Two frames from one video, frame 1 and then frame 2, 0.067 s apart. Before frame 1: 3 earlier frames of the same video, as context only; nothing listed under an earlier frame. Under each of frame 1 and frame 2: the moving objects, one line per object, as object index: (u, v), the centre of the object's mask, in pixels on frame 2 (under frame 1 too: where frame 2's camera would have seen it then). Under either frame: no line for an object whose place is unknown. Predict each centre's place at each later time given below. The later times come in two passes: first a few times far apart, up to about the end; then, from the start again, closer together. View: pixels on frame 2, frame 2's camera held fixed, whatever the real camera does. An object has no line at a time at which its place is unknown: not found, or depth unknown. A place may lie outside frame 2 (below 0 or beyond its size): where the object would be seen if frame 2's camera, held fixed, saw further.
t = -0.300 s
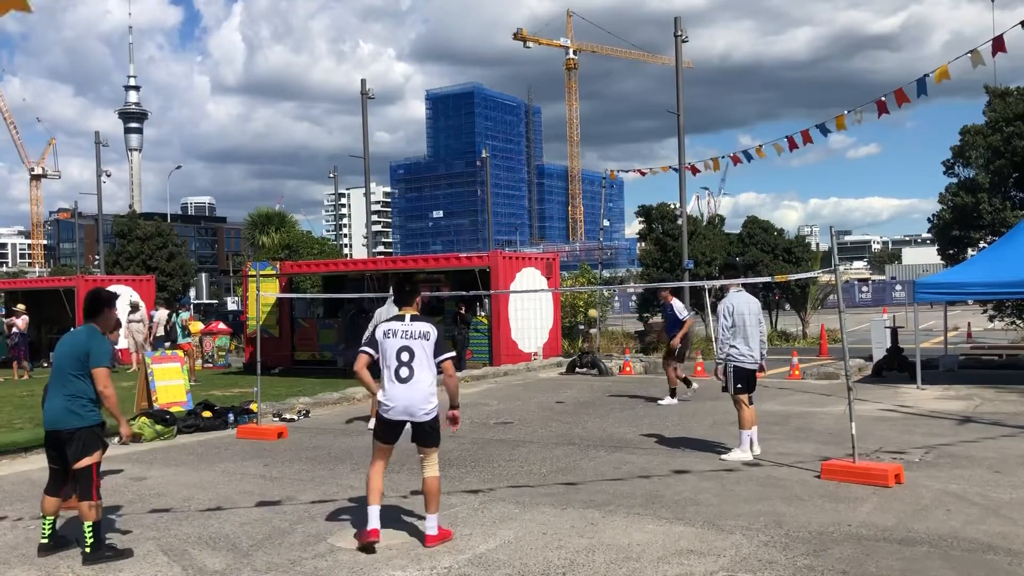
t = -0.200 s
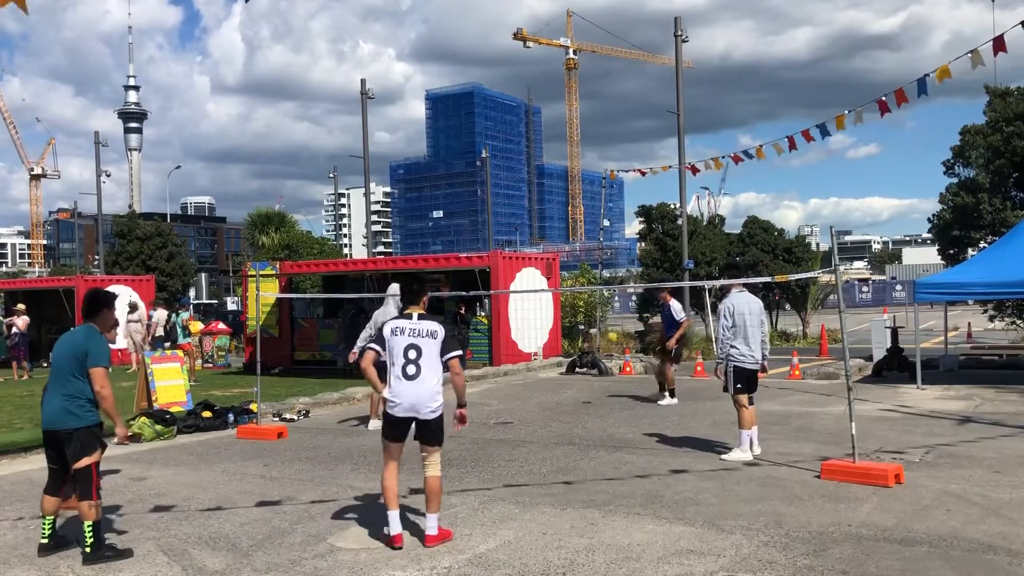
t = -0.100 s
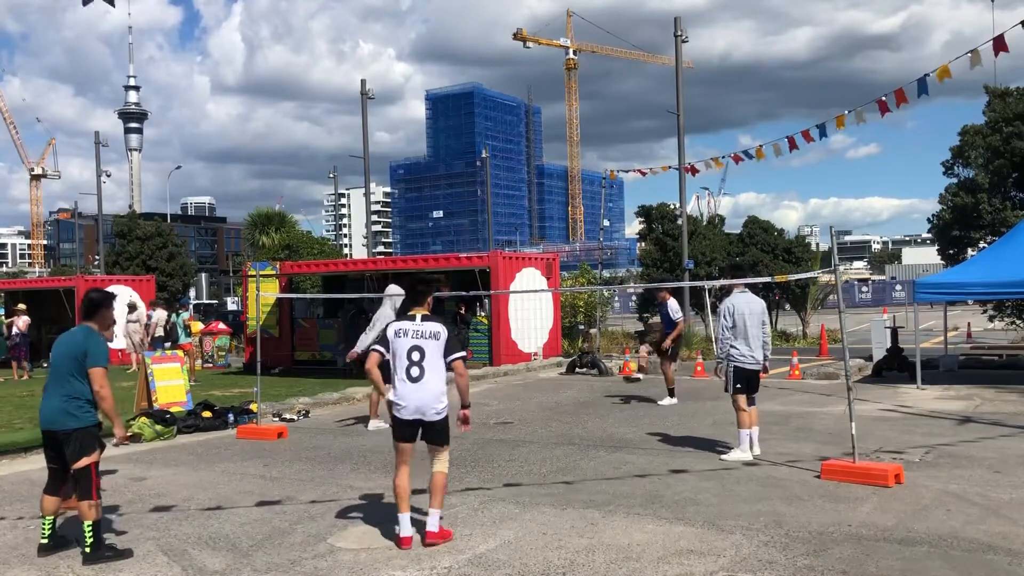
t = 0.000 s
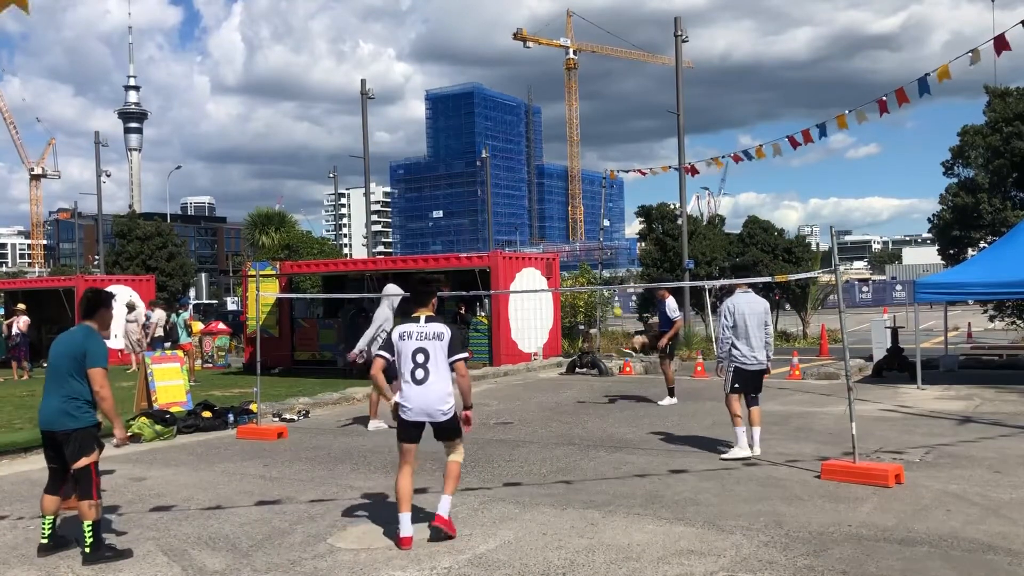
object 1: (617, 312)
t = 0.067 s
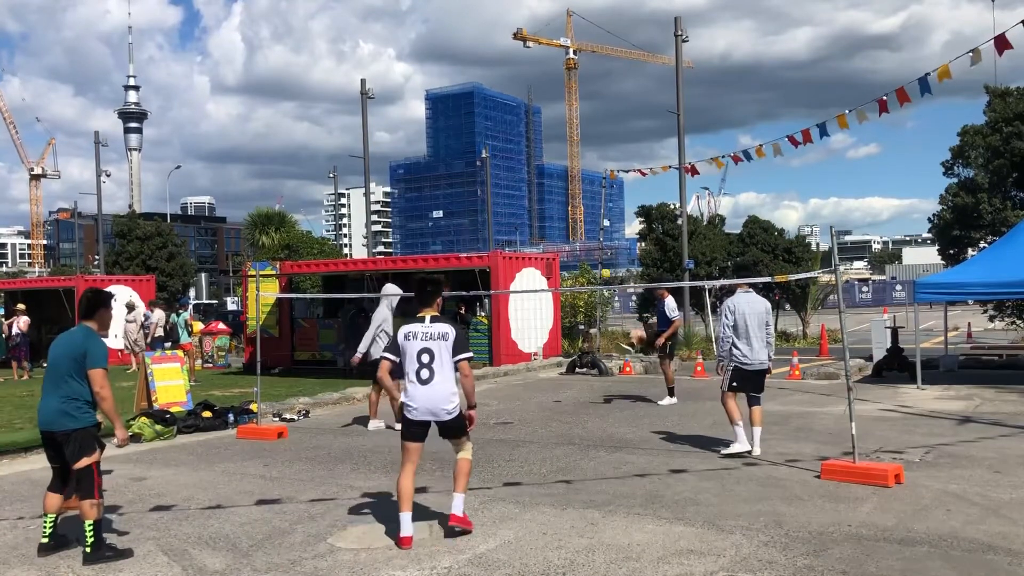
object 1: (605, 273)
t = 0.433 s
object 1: (536, 105)
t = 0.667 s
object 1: (487, 45)
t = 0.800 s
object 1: (458, 32)
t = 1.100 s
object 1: (389, 69)
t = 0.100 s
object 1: (599, 255)
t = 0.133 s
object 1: (593, 237)
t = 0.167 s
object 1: (587, 220)
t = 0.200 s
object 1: (581, 203)
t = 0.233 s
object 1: (575, 187)
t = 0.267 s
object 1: (568, 172)
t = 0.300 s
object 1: (561, 157)
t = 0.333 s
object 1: (556, 144)
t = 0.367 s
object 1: (549, 130)
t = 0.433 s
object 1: (536, 105)
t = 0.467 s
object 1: (529, 94)
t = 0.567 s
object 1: (509, 65)
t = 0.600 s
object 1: (501, 58)
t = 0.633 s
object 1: (494, 51)
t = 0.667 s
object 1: (487, 45)
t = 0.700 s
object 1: (480, 40)
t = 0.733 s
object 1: (472, 36)
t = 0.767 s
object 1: (465, 33)
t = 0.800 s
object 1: (458, 32)
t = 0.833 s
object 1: (450, 31)
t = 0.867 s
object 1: (443, 31)
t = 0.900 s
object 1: (435, 33)
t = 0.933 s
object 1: (427, 35)
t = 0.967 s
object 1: (420, 40)
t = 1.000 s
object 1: (412, 45)
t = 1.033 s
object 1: (404, 52)
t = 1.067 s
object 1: (397, 59)
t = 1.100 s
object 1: (389, 69)
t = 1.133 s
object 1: (381, 80)
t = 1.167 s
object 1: (373, 92)
